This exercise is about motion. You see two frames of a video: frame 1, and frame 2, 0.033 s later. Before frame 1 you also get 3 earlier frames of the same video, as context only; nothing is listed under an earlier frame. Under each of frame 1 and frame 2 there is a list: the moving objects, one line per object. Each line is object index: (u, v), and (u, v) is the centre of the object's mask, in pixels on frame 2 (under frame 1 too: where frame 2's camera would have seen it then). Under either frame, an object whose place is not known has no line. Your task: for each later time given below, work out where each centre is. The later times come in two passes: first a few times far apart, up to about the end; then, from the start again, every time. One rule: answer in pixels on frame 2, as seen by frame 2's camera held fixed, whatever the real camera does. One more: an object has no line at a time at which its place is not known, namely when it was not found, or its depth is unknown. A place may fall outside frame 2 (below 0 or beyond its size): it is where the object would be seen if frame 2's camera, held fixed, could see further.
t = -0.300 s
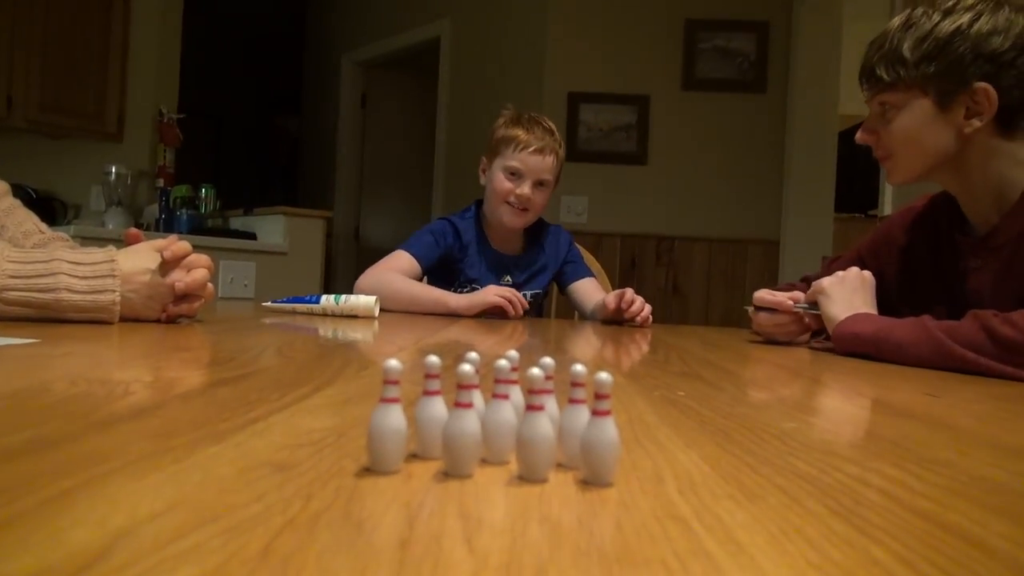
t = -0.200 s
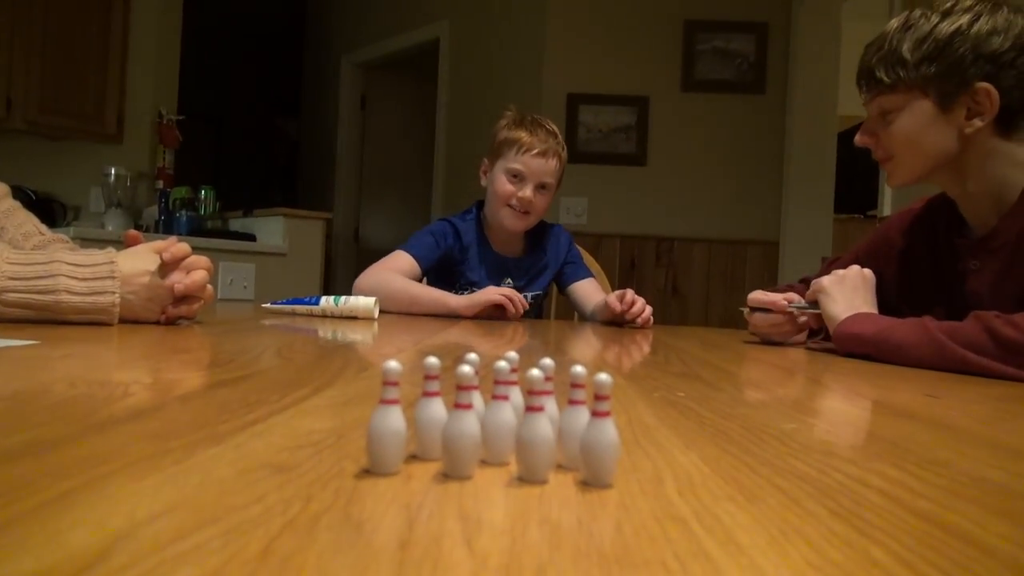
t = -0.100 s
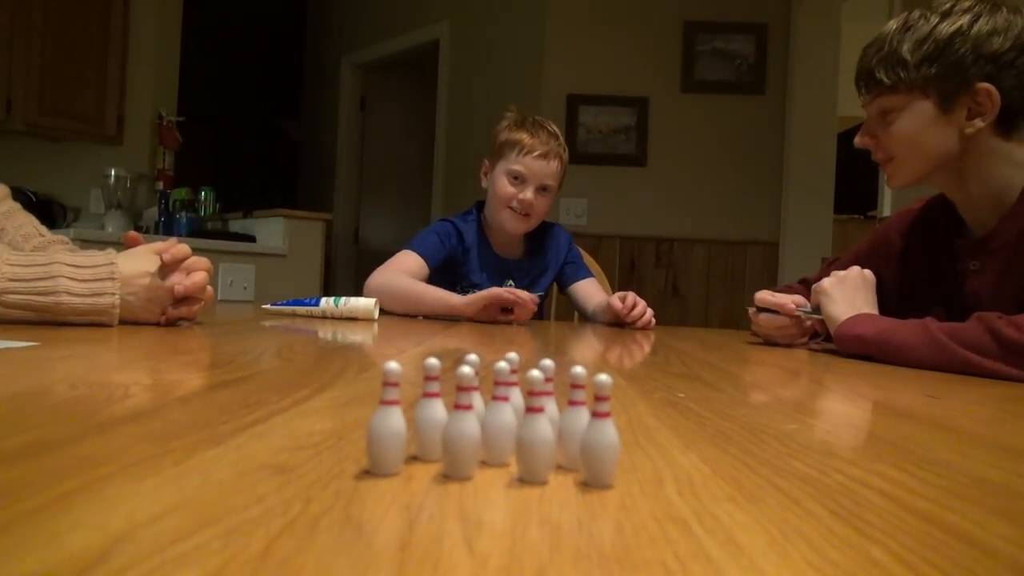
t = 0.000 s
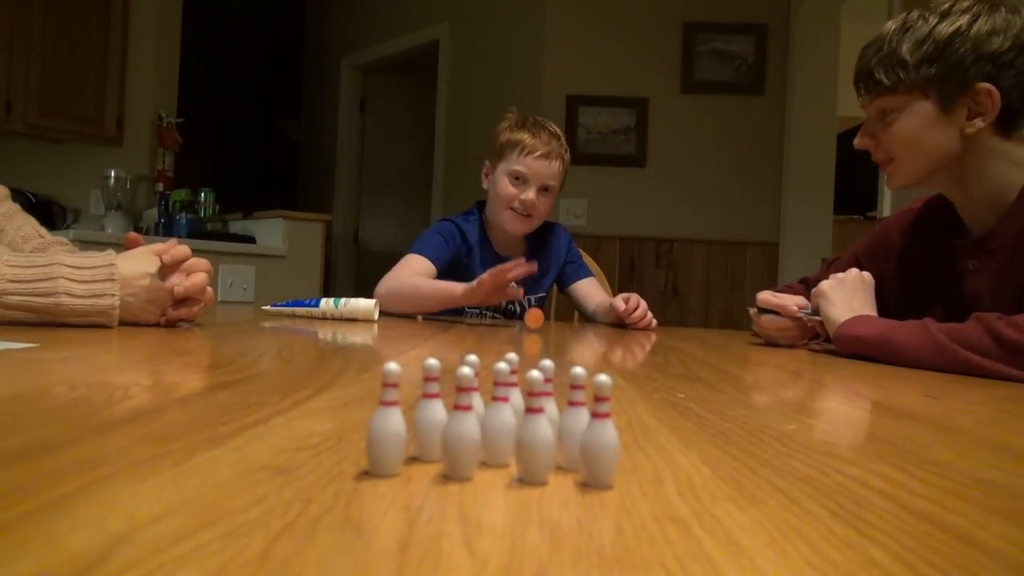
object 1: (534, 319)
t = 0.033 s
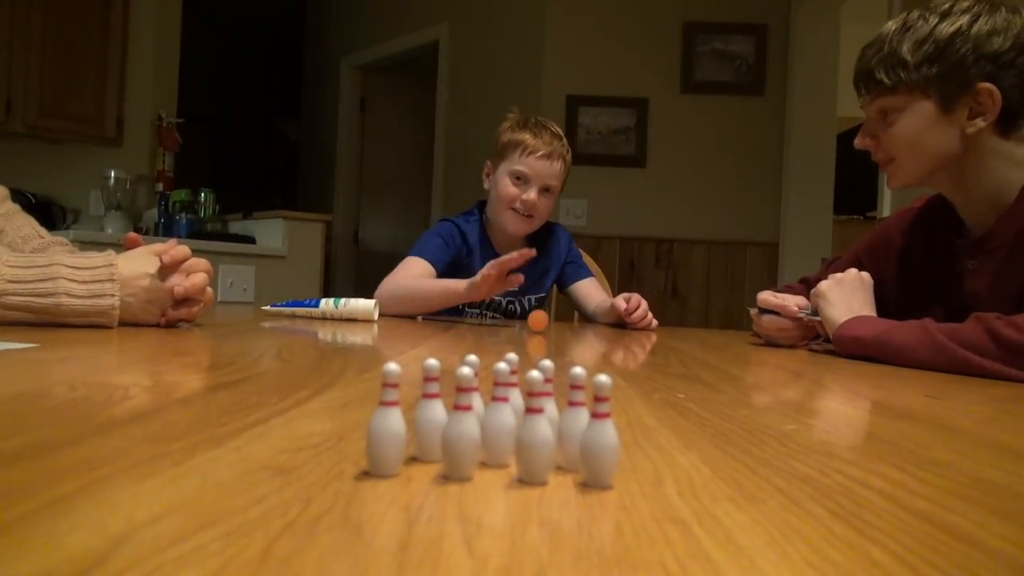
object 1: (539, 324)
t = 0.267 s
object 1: (579, 339)
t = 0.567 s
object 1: (691, 375)
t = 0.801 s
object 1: (998, 480)
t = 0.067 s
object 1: (544, 323)
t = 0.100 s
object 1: (548, 329)
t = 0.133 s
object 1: (553, 327)
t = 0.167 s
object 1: (558, 330)
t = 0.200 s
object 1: (565, 334)
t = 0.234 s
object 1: (572, 334)
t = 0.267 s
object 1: (579, 339)
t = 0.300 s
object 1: (586, 336)
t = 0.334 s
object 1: (596, 345)
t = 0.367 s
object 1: (605, 344)
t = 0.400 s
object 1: (614, 352)
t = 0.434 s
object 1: (625, 354)
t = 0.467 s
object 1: (638, 362)
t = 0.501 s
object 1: (653, 366)
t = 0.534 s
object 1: (670, 367)
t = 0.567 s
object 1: (691, 375)
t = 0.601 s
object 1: (714, 379)
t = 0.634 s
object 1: (740, 389)
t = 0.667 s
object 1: (772, 401)
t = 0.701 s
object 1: (813, 414)
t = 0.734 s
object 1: (869, 440)
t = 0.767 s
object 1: (924, 453)
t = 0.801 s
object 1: (998, 480)
